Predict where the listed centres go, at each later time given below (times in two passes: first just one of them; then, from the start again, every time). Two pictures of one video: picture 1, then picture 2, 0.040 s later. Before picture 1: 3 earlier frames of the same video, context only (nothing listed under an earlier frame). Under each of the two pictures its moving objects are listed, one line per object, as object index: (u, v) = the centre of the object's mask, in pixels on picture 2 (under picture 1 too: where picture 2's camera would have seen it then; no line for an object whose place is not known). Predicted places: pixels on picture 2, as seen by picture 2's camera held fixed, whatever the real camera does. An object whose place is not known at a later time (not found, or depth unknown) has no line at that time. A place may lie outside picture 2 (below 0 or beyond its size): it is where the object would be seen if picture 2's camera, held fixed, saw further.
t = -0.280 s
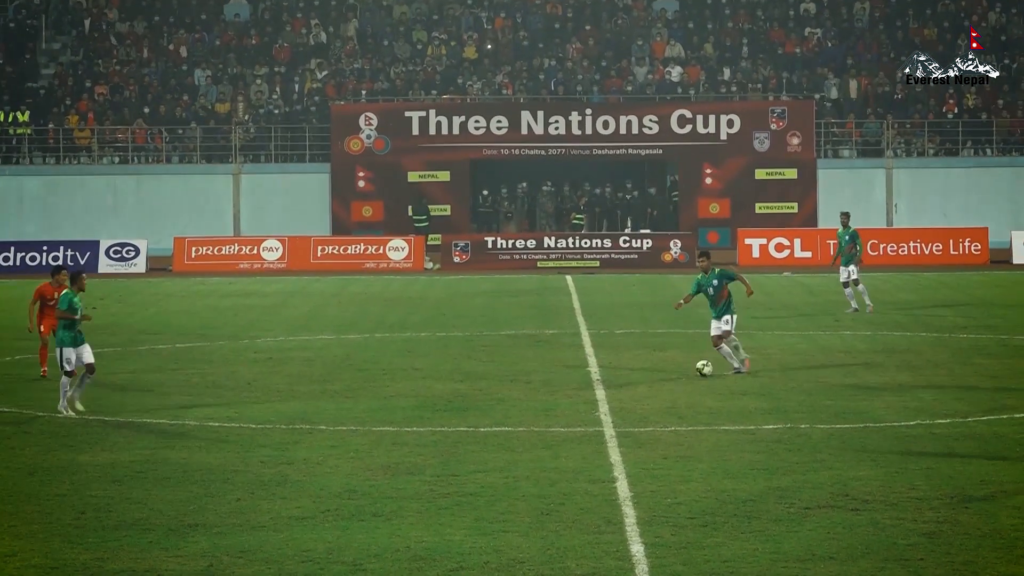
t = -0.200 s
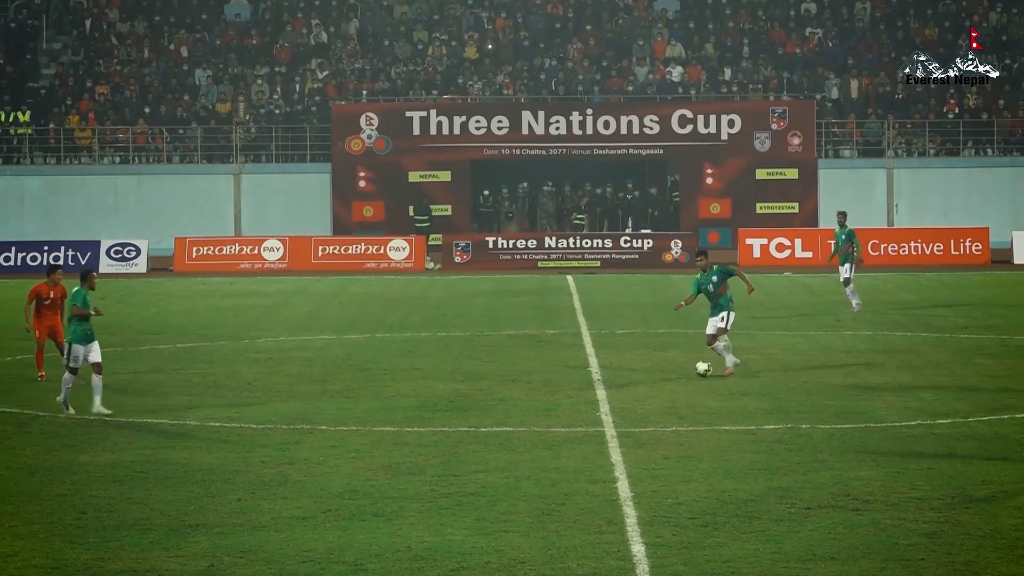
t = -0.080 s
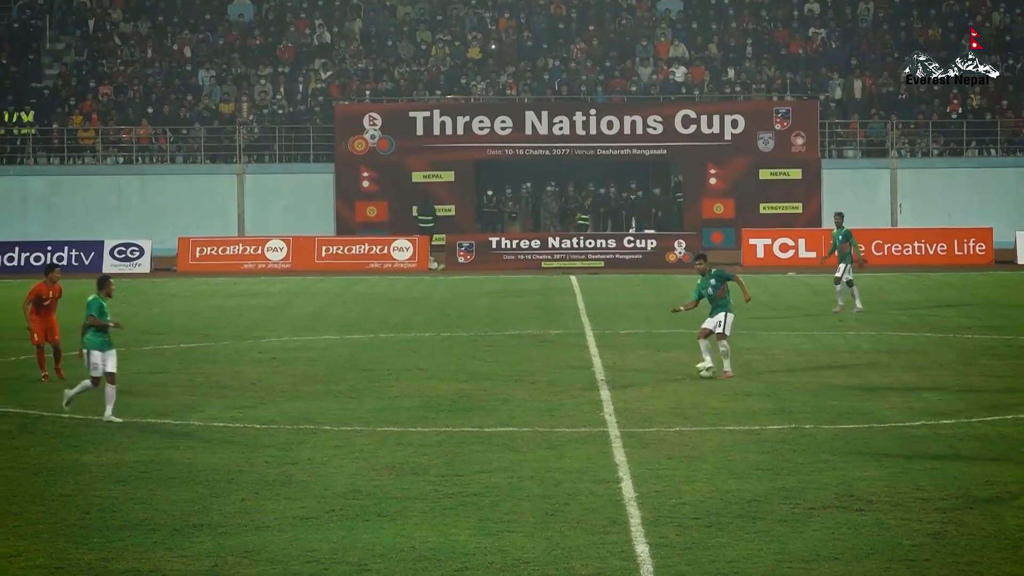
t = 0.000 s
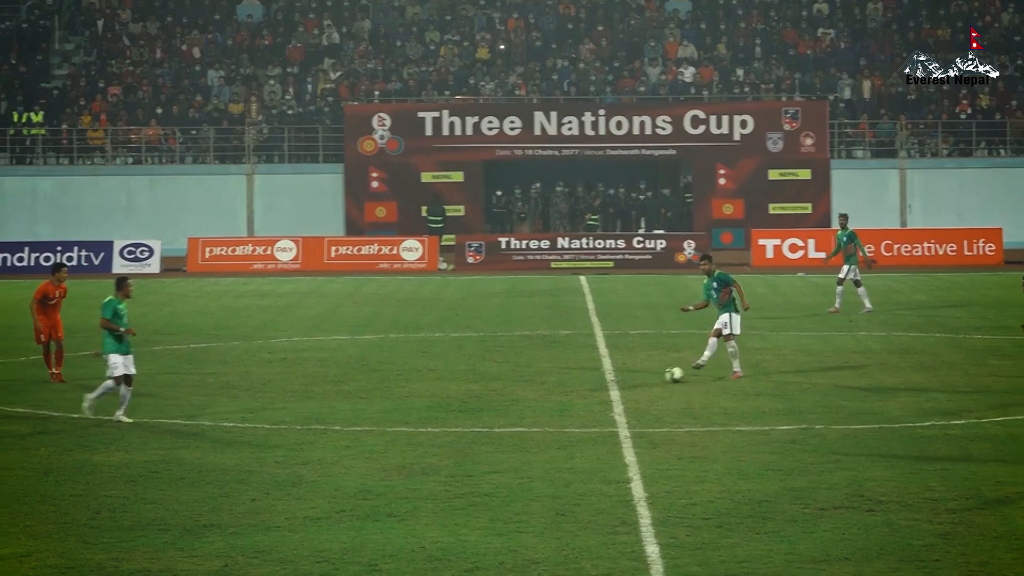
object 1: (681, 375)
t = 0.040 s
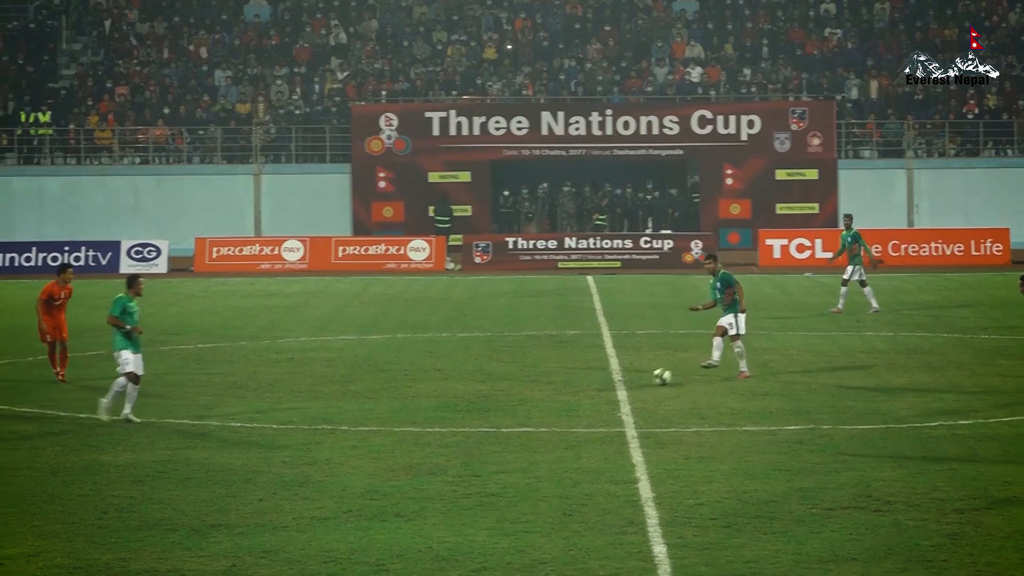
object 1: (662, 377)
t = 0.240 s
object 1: (572, 381)
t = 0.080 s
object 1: (642, 380)
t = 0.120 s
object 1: (623, 382)
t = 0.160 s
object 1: (606, 381)
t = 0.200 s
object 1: (589, 380)
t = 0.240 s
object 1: (572, 381)
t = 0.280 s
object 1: (556, 383)
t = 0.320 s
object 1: (537, 387)
